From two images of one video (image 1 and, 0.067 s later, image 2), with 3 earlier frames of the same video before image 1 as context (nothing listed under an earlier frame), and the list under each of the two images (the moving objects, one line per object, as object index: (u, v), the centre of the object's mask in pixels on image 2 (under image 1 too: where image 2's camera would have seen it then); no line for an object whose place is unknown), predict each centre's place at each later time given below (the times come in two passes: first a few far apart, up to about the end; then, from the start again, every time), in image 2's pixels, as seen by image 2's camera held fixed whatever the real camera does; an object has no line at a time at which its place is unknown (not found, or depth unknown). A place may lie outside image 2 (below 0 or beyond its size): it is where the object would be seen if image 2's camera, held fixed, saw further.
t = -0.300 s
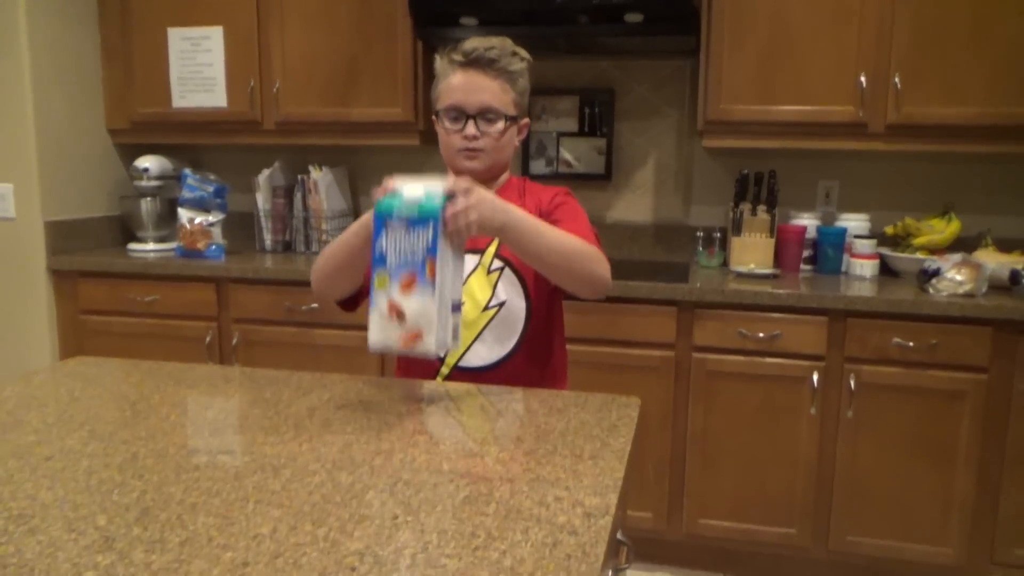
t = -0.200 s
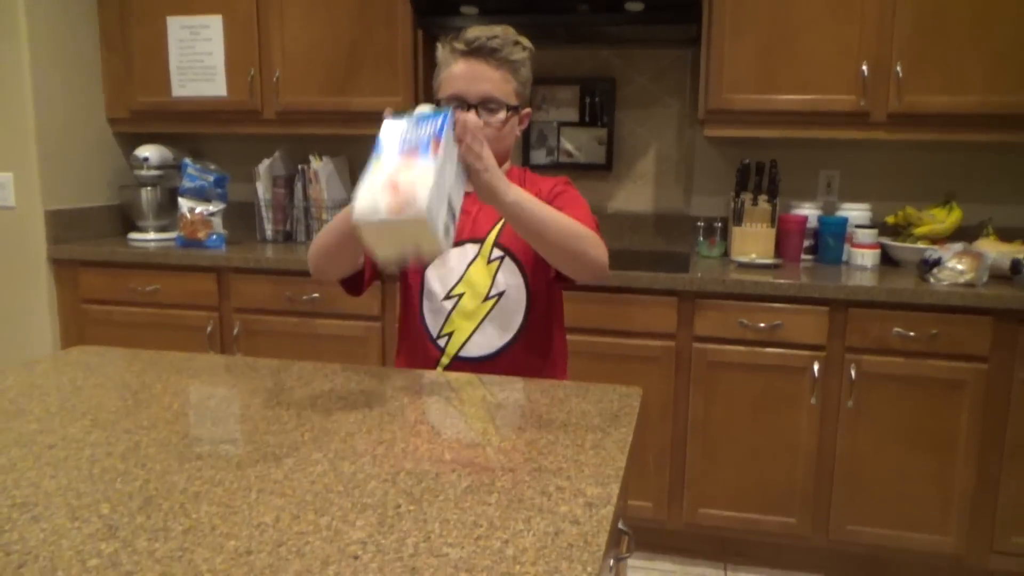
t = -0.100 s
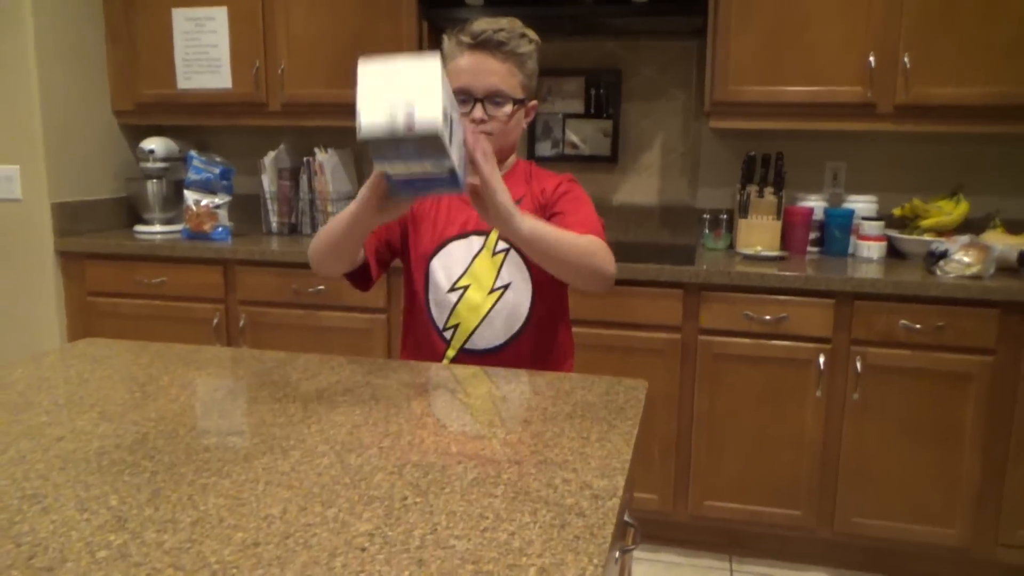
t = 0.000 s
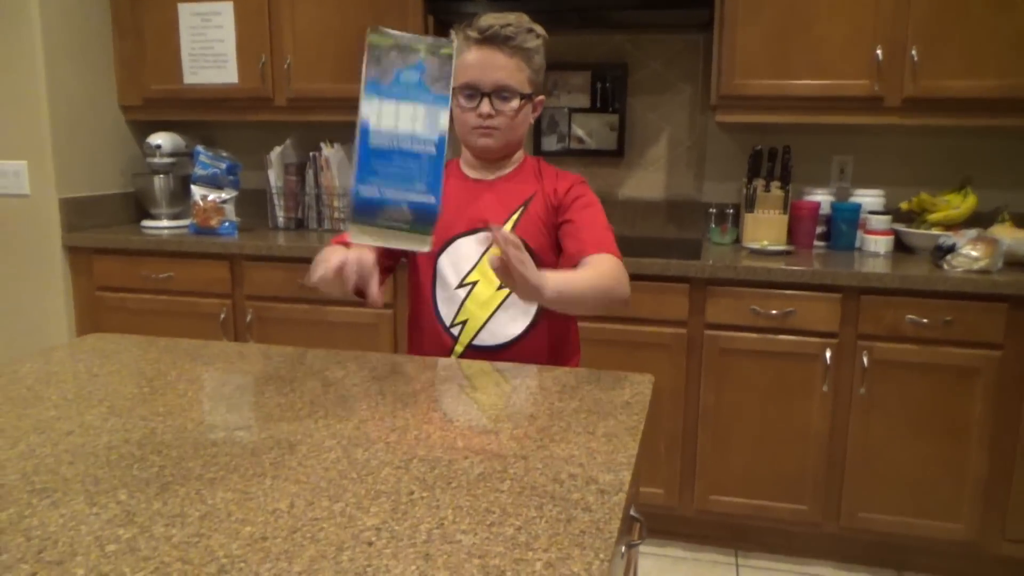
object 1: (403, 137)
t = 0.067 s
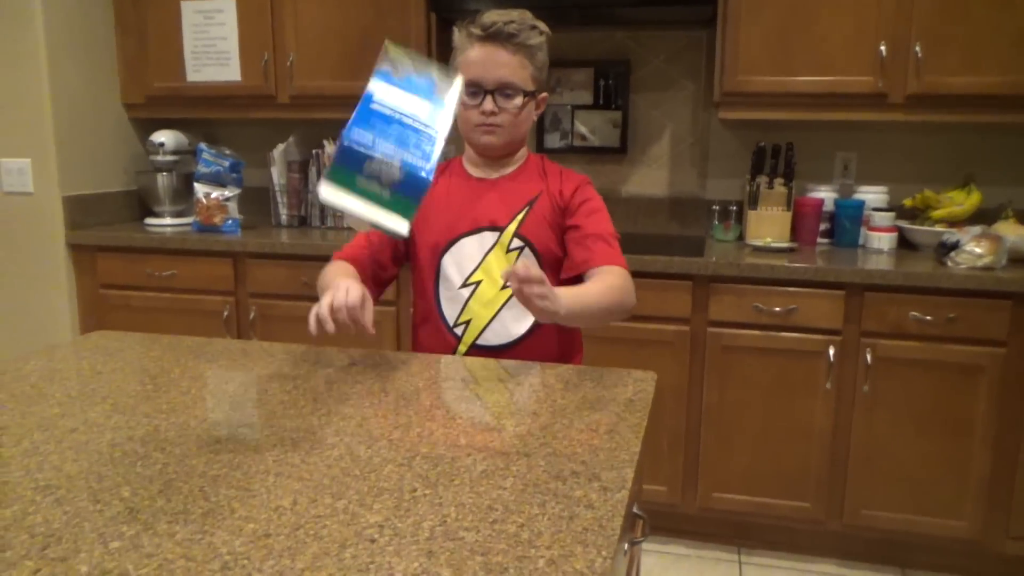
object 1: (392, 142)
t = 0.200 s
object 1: (391, 282)
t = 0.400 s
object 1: (430, 336)
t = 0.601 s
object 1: (428, 340)
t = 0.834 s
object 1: (427, 340)
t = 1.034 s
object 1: (428, 339)
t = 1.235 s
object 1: (428, 339)
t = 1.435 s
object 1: (428, 340)
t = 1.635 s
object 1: (428, 340)
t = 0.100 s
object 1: (383, 160)
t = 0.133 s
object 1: (383, 189)
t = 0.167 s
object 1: (389, 227)
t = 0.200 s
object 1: (391, 282)
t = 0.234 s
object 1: (396, 329)
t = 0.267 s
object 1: (408, 332)
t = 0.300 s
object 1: (417, 335)
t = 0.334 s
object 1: (423, 335)
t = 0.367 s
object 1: (428, 335)
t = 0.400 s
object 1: (430, 336)
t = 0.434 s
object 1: (431, 338)
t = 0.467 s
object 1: (427, 340)
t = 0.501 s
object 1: (424, 340)
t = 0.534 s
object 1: (426, 340)
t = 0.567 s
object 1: (428, 340)
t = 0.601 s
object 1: (428, 340)
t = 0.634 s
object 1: (428, 340)
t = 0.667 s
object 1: (428, 340)
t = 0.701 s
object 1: (427, 339)
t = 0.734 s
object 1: (427, 339)
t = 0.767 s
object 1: (428, 340)
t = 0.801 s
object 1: (428, 340)
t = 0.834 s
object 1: (427, 340)
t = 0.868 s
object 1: (428, 340)
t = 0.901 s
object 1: (428, 340)
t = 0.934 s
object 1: (429, 340)
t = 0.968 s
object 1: (429, 339)
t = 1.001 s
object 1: (428, 339)
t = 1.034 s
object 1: (428, 339)
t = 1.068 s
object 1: (428, 339)
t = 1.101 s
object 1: (428, 339)
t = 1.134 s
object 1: (428, 339)
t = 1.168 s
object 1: (428, 338)
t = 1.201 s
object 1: (428, 338)
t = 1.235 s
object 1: (428, 339)
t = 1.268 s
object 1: (428, 339)
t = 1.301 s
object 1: (428, 339)
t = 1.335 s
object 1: (429, 339)
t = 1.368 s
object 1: (428, 339)
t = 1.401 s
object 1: (429, 339)
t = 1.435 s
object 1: (428, 340)
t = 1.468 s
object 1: (428, 339)
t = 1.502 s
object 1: (428, 340)
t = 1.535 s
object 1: (428, 340)
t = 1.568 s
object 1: (428, 340)
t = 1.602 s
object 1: (428, 341)
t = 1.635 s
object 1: (428, 340)
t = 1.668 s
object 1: (428, 341)
